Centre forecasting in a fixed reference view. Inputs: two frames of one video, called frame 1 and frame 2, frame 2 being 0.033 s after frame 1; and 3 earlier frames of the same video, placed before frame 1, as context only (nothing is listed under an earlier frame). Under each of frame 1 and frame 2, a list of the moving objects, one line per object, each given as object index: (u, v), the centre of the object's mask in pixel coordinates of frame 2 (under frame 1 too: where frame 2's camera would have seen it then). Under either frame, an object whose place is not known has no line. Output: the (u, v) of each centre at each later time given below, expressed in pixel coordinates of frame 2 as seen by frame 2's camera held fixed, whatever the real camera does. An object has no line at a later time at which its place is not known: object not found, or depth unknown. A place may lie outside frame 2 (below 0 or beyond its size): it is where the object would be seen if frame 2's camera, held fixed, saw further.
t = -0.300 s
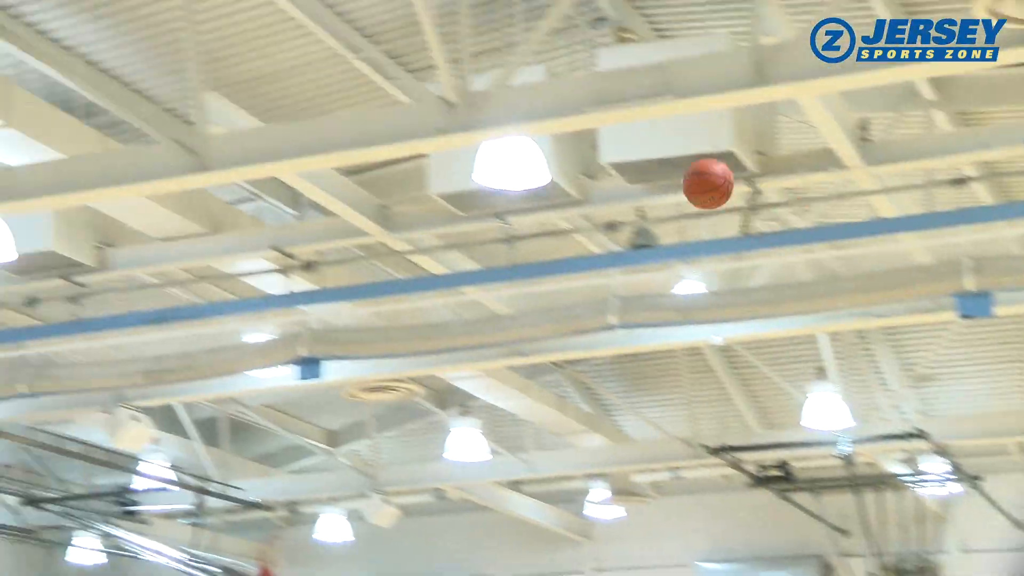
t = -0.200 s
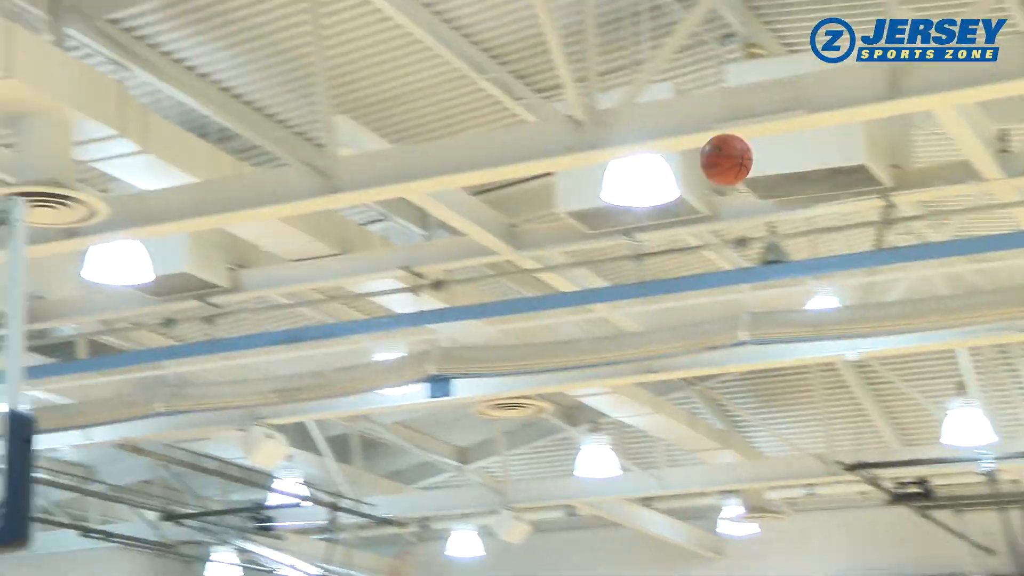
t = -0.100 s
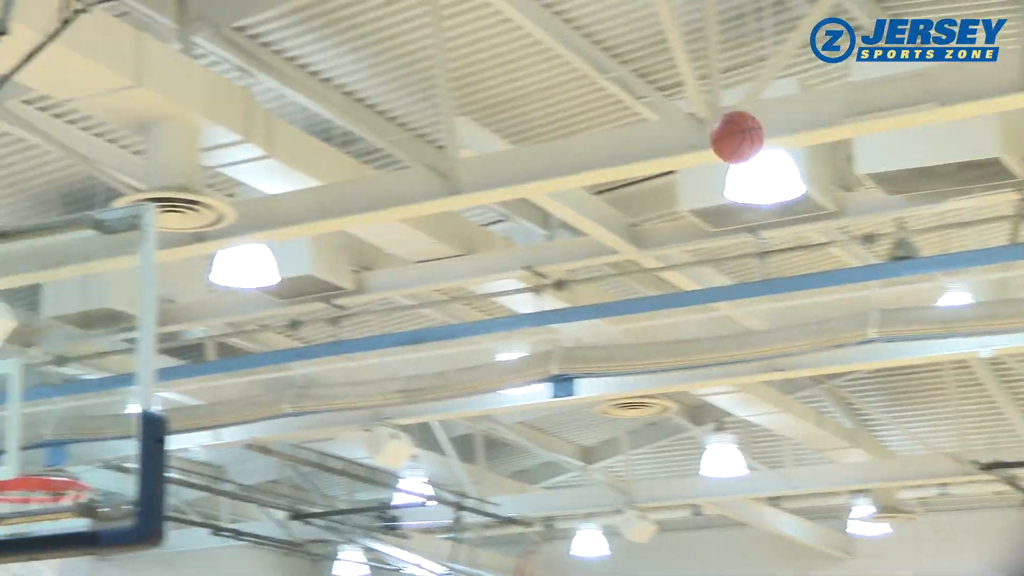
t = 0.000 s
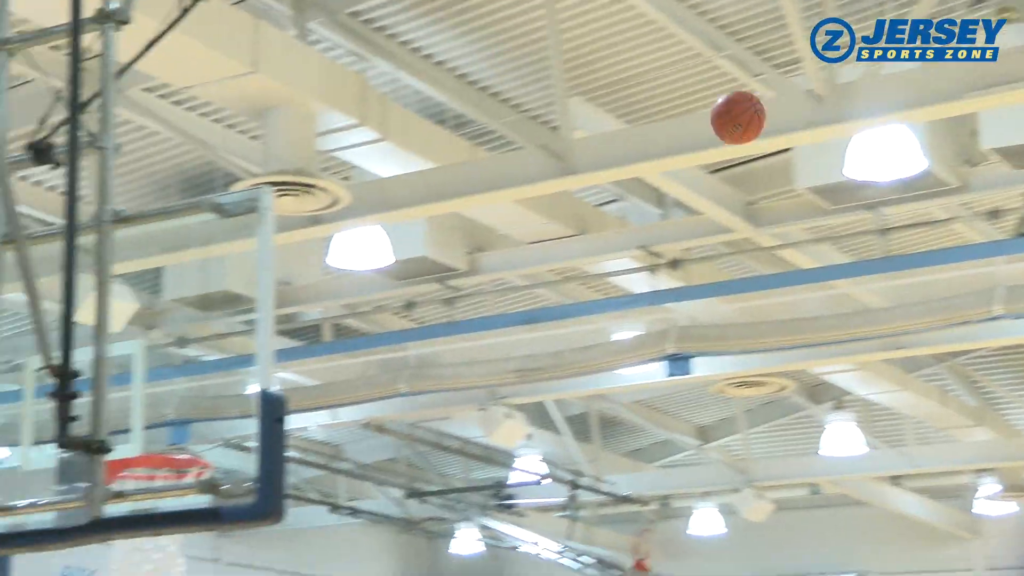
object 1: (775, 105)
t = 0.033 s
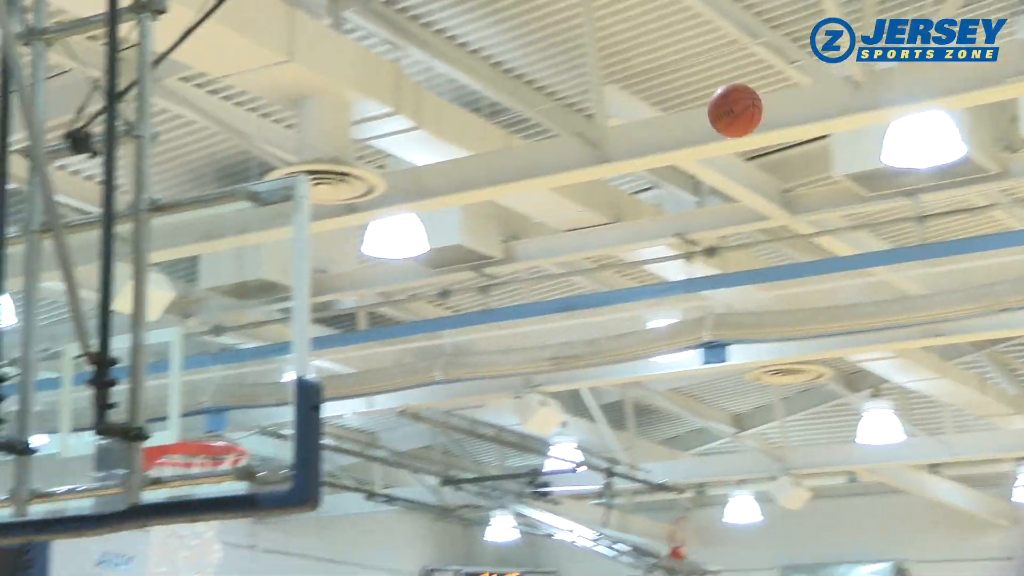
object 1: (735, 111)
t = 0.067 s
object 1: (696, 119)
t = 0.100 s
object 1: (657, 129)
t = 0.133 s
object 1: (619, 142)
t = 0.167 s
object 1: (579, 161)
